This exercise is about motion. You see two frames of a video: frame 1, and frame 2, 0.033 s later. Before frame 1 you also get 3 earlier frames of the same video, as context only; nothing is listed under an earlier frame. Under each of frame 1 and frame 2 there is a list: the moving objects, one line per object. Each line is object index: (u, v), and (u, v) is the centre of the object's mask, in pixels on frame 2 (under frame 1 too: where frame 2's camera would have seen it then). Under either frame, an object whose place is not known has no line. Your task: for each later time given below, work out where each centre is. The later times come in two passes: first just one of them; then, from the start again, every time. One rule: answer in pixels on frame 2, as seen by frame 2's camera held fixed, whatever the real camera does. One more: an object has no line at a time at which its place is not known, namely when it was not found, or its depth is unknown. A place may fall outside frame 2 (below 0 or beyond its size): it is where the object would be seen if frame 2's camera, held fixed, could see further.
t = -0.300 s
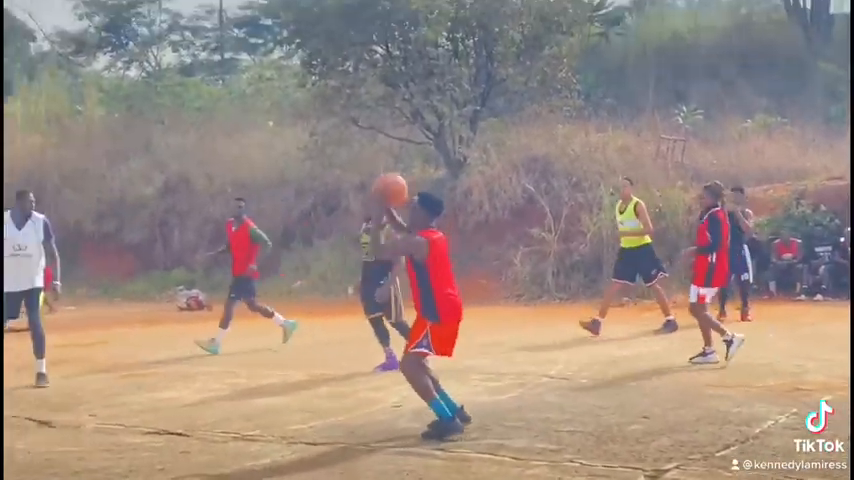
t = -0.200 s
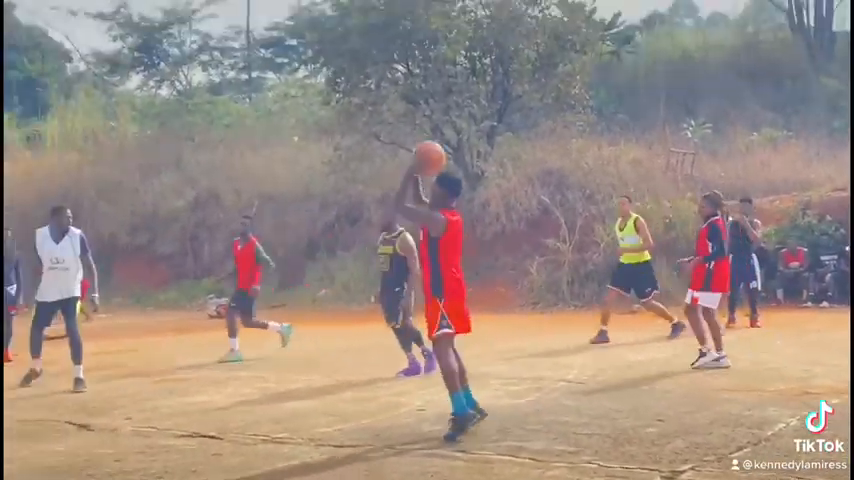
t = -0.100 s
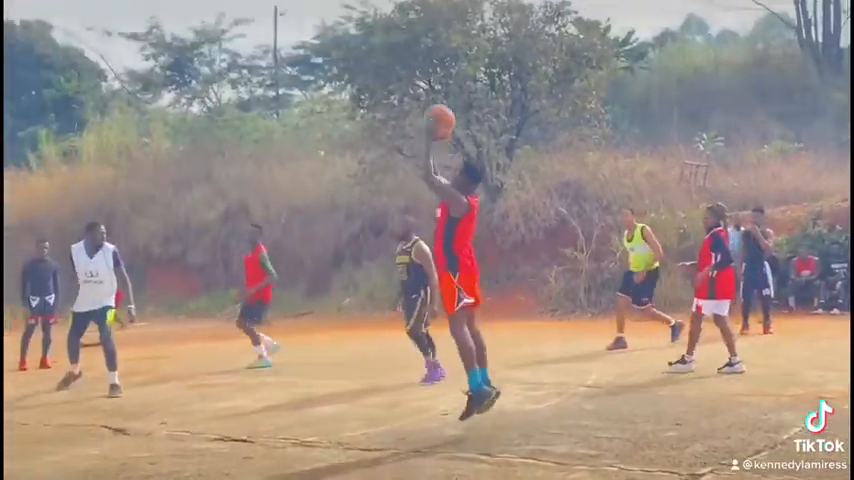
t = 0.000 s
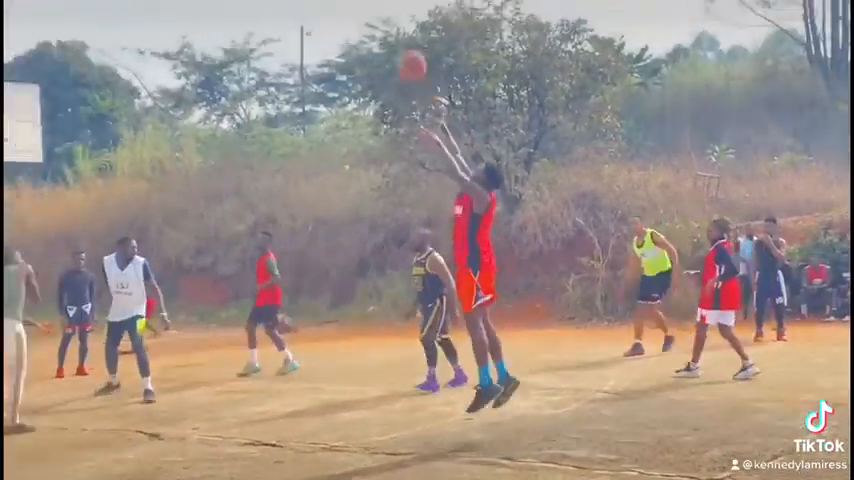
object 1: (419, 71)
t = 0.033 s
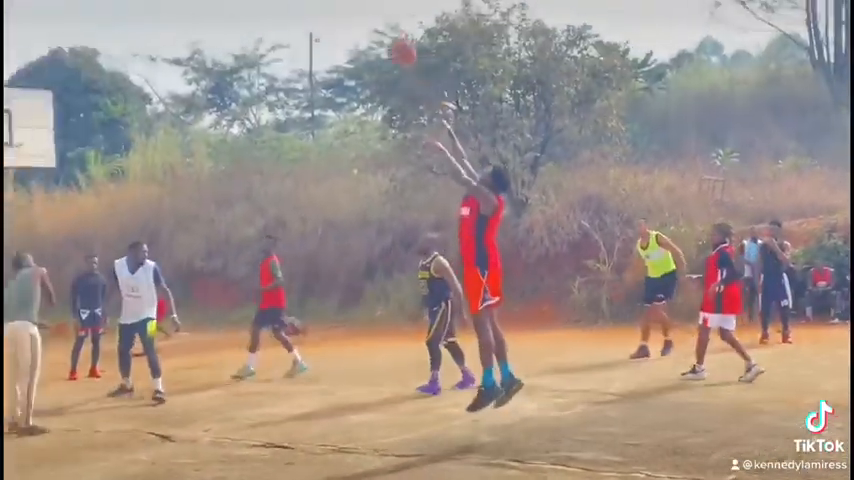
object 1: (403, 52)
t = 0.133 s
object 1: (354, 3)
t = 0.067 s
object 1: (385, 33)
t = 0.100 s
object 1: (369, 17)
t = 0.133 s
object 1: (354, 3)
